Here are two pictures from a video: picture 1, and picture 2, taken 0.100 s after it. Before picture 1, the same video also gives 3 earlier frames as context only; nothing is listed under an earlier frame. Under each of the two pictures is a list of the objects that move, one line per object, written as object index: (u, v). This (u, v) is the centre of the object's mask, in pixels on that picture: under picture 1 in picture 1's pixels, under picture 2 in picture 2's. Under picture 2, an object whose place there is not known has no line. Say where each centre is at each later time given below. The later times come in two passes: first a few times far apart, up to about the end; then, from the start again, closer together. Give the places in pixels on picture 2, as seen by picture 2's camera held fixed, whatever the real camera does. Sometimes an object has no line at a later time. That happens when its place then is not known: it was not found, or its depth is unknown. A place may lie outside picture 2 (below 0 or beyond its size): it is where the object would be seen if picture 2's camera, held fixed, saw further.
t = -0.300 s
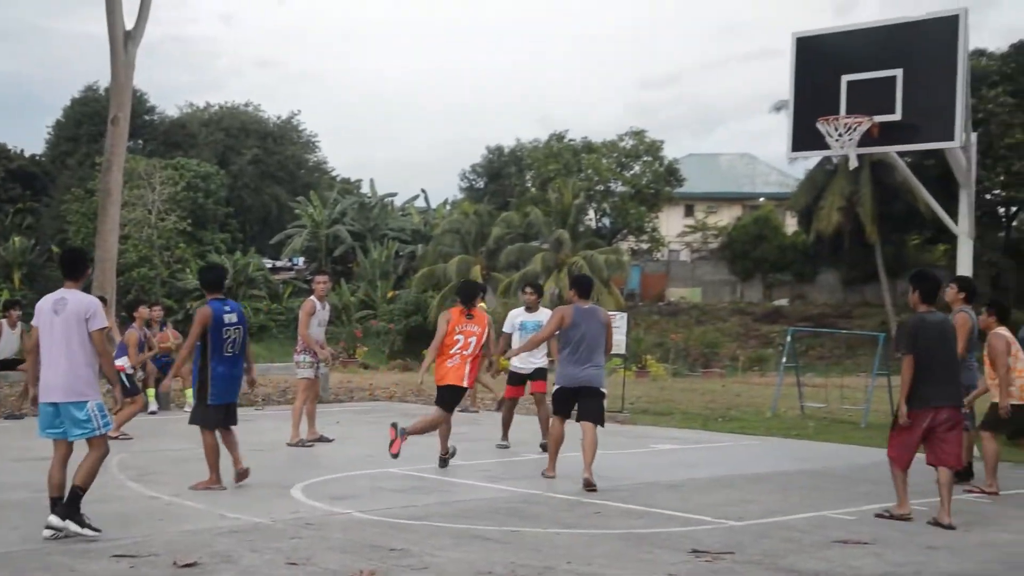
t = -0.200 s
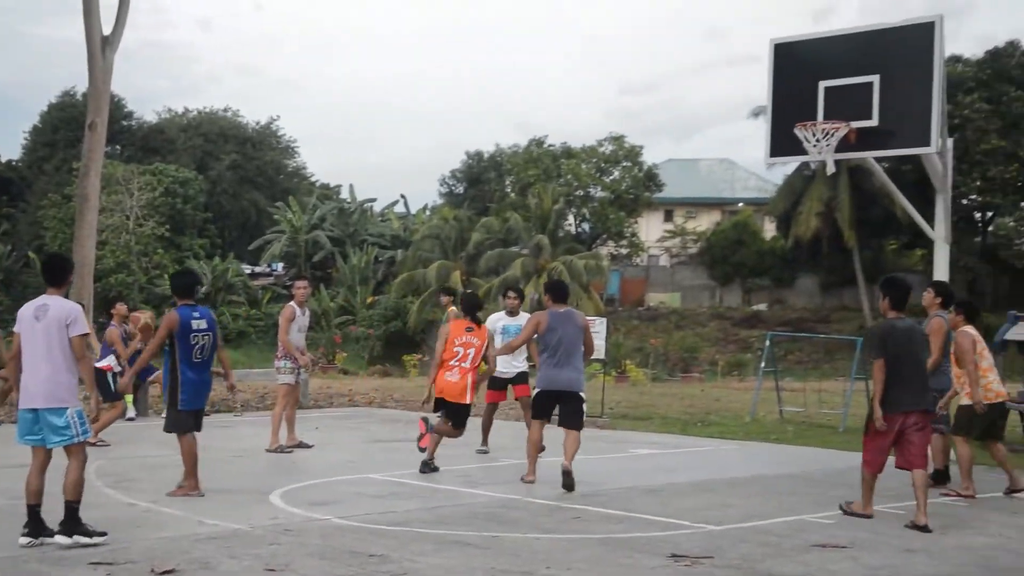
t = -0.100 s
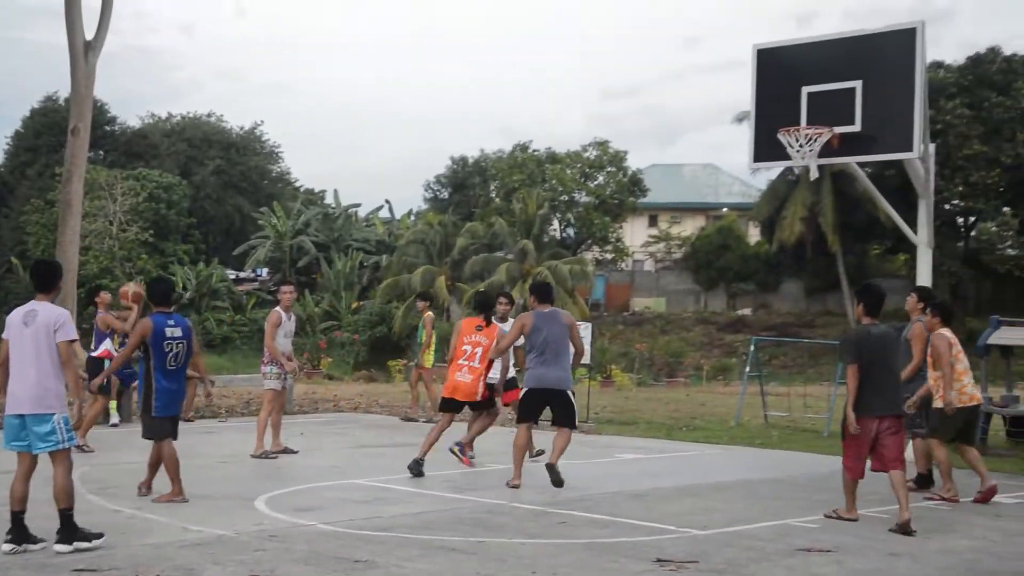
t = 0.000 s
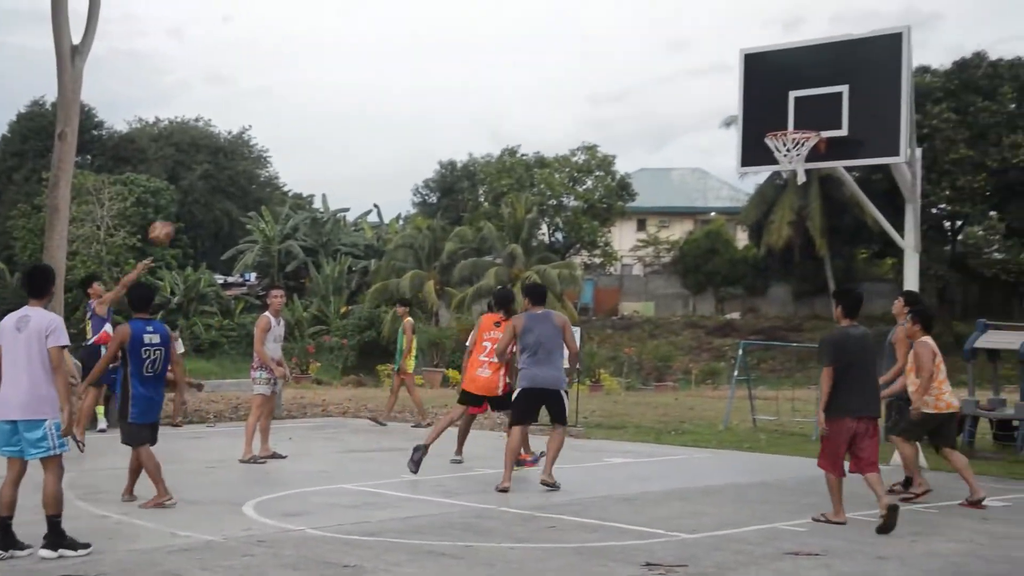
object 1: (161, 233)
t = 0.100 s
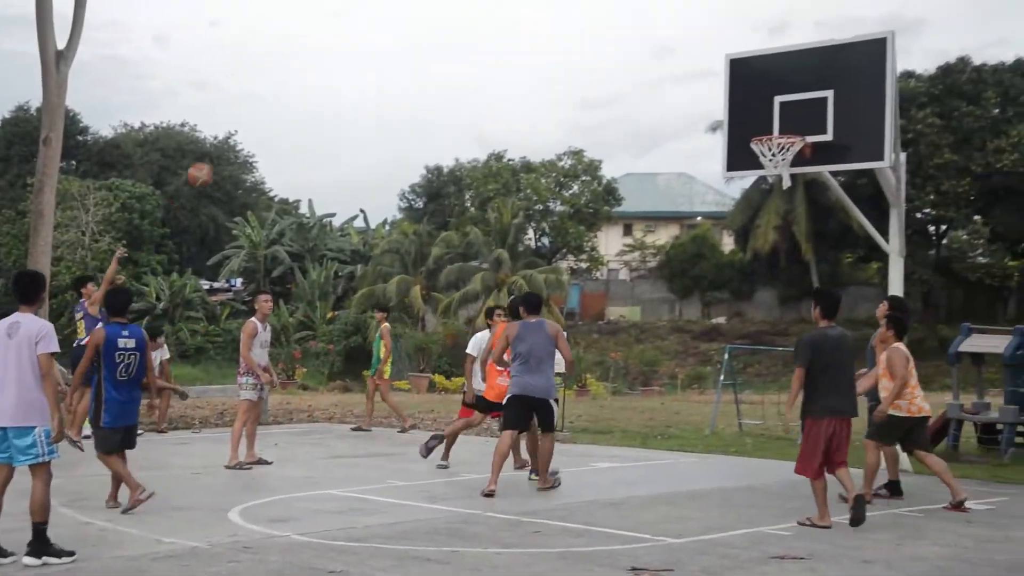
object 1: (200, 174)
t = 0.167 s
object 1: (236, 138)
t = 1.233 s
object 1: (783, 138)
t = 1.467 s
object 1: (775, 156)
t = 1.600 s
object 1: (769, 157)
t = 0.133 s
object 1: (217, 155)
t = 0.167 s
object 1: (236, 138)
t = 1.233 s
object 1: (783, 138)
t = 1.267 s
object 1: (786, 153)
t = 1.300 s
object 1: (786, 154)
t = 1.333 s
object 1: (786, 149)
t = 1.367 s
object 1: (784, 147)
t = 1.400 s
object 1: (781, 150)
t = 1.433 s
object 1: (775, 153)
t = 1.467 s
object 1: (775, 156)
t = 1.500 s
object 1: (770, 155)
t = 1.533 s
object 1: (769, 155)
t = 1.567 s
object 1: (768, 156)
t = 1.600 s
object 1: (769, 157)
